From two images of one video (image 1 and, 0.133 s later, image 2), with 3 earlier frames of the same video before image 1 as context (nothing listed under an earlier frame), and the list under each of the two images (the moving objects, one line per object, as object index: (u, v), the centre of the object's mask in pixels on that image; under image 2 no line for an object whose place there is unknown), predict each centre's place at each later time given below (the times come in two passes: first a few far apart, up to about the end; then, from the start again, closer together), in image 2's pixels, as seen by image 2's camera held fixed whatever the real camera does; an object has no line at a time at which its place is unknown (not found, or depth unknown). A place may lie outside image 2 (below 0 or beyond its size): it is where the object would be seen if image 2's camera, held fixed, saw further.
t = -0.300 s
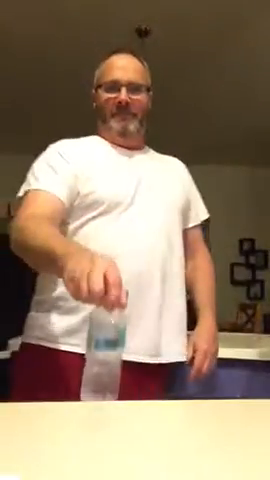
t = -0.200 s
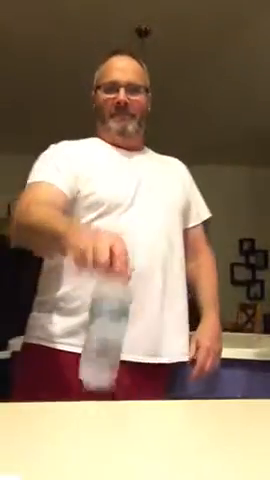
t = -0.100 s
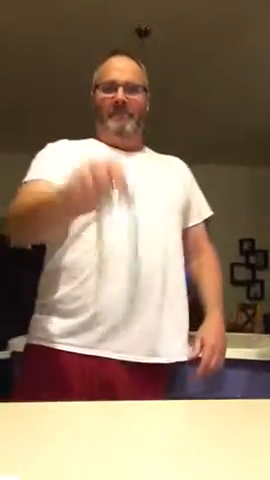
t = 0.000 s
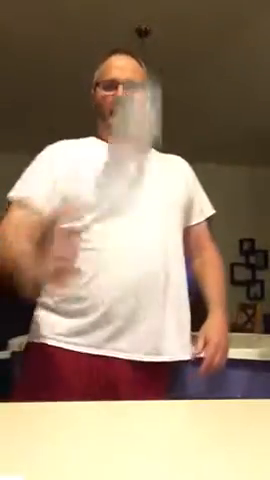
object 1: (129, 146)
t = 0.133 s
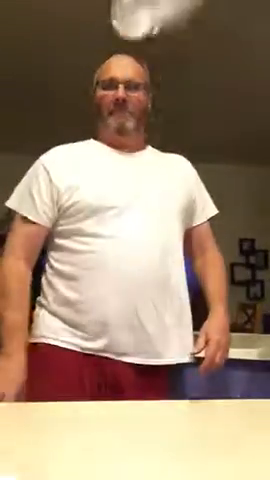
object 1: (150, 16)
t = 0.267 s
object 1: (149, 27)
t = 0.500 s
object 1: (196, 390)
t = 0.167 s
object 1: (137, 15)
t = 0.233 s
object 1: (142, 20)
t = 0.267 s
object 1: (149, 27)
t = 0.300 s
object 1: (157, 38)
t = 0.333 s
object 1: (166, 53)
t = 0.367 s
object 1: (173, 73)
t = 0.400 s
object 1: (176, 106)
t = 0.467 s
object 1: (187, 280)
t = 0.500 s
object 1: (196, 390)
